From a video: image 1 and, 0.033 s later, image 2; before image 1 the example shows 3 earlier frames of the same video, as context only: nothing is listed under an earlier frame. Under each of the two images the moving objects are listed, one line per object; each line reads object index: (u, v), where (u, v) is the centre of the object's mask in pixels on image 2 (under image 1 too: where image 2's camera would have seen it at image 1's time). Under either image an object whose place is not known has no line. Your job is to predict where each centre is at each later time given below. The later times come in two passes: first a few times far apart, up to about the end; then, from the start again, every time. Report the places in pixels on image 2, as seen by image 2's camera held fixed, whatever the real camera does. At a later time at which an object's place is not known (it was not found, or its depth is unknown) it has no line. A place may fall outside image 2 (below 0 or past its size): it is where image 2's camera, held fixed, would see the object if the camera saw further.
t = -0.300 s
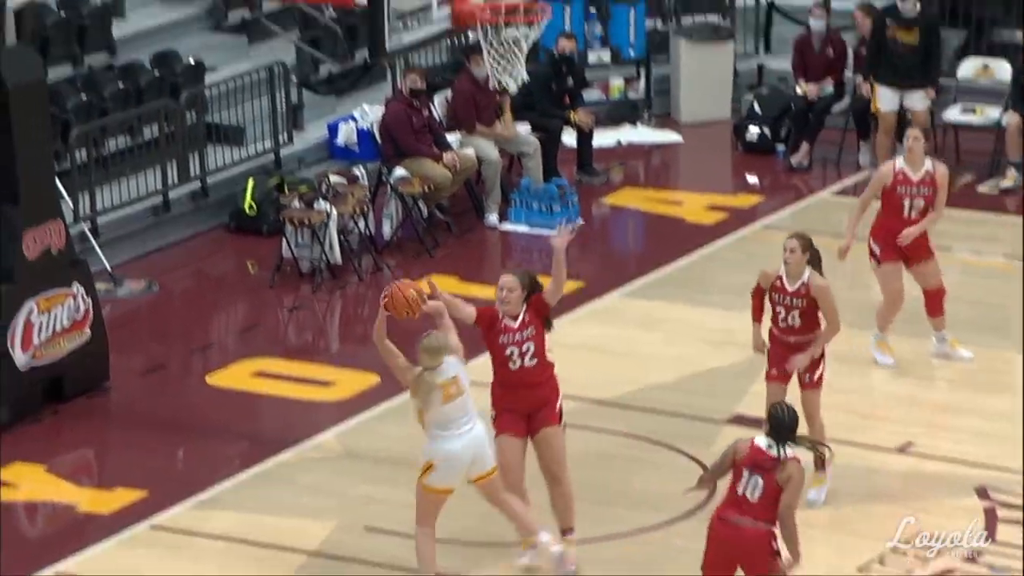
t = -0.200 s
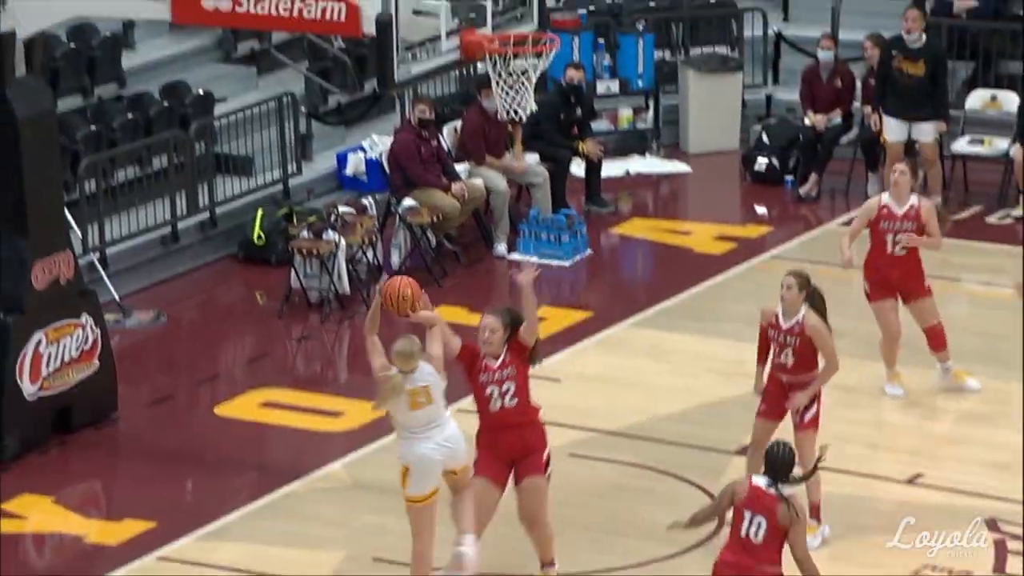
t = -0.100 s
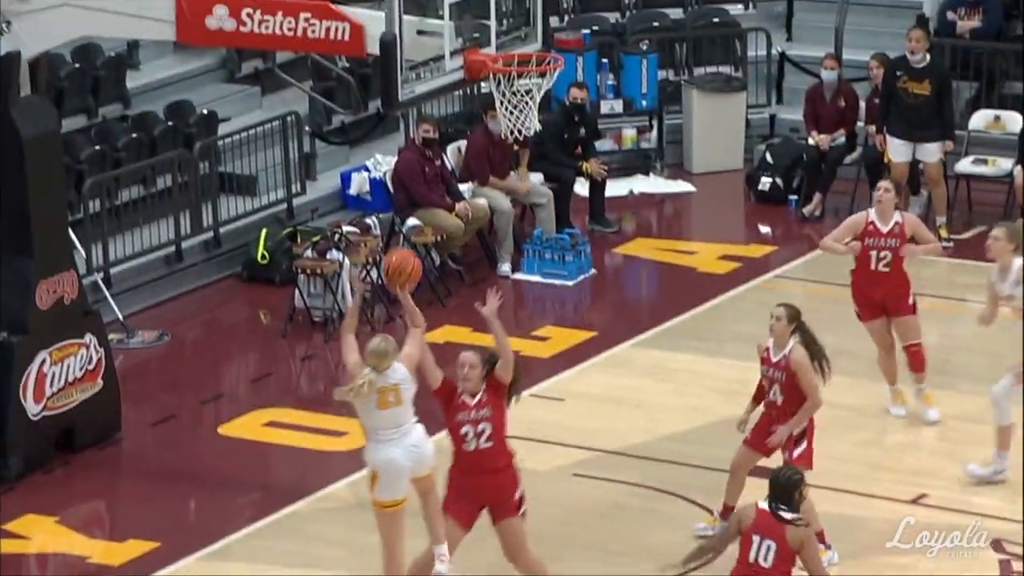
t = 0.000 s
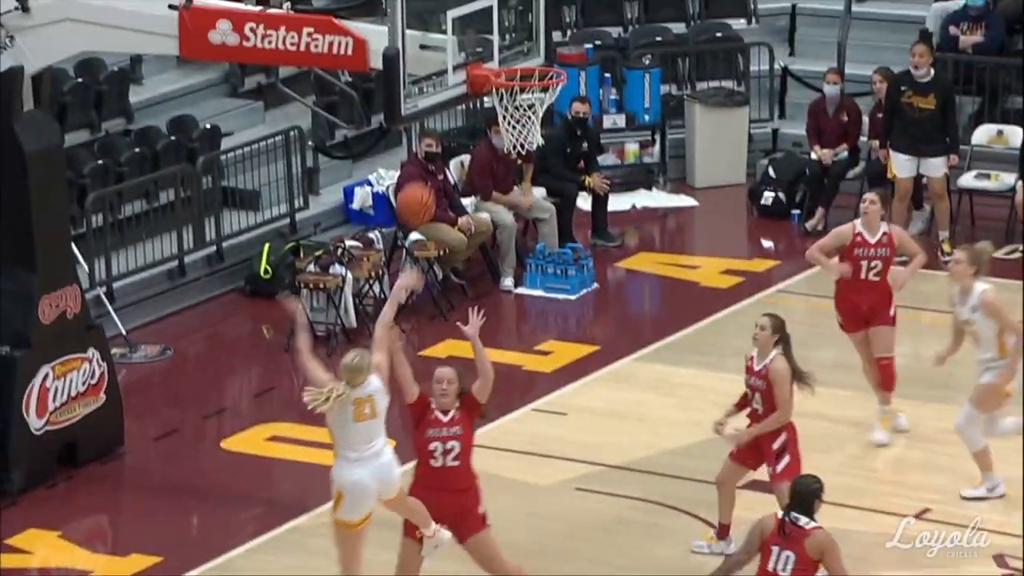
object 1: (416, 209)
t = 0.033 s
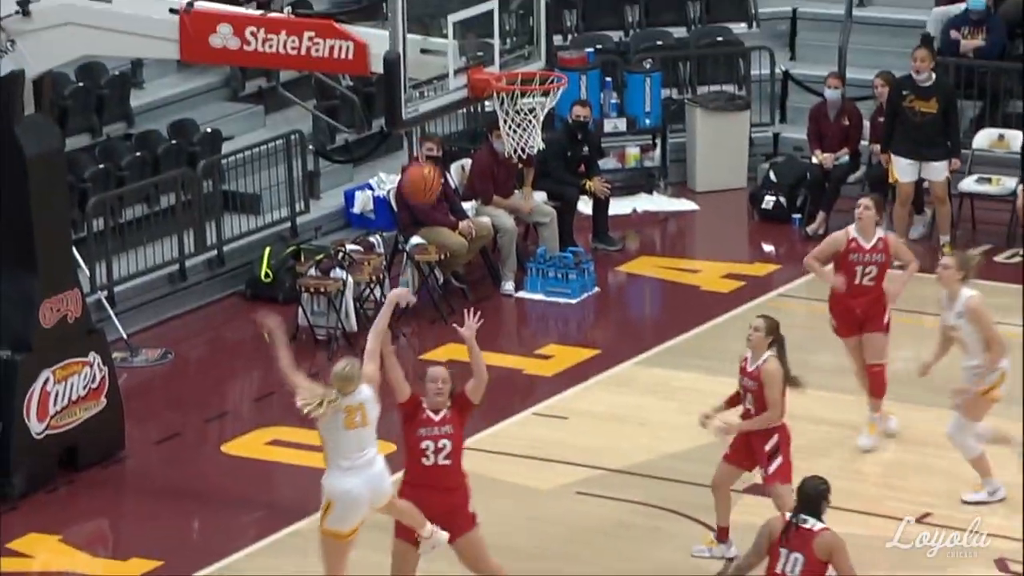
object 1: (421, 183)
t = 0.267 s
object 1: (461, 59)
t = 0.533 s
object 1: (503, 33)
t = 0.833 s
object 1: (541, 63)
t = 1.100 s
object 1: (504, 43)
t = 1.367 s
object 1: (505, 61)
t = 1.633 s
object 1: (532, 126)
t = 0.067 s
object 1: (427, 160)
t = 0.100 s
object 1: (432, 138)
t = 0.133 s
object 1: (438, 120)
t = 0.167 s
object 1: (443, 100)
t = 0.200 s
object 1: (449, 85)
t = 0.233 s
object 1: (455, 72)
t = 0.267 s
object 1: (461, 59)
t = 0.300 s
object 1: (466, 50)
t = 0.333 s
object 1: (472, 42)
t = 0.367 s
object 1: (476, 37)
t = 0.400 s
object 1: (481, 32)
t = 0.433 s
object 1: (487, 30)
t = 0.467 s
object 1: (492, 29)
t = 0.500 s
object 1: (498, 30)
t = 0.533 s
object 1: (503, 33)
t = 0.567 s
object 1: (508, 37)
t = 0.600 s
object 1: (514, 44)
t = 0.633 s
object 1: (519, 51)
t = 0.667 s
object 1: (524, 62)
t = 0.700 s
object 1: (529, 68)
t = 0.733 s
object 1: (532, 64)
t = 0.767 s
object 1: (536, 62)
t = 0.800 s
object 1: (538, 62)
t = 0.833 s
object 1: (541, 63)
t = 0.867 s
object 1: (543, 63)
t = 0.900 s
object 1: (539, 56)
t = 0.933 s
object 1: (532, 49)
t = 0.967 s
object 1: (526, 44)
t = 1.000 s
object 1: (521, 42)
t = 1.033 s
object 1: (516, 40)
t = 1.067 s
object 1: (510, 41)
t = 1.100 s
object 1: (504, 43)
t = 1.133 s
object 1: (499, 46)
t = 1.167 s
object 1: (493, 53)
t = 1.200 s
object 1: (491, 55)
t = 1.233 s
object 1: (494, 54)
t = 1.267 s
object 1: (496, 54)
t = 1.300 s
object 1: (499, 56)
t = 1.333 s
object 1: (501, 59)
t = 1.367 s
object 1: (505, 61)
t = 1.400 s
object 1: (508, 63)
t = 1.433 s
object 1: (512, 68)
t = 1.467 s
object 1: (516, 72)
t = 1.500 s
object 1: (519, 76)
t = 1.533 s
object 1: (522, 90)
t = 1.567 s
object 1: (525, 103)
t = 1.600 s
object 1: (529, 112)
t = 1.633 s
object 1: (532, 126)
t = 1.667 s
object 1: (530, 130)
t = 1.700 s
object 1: (539, 151)
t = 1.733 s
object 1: (539, 157)
